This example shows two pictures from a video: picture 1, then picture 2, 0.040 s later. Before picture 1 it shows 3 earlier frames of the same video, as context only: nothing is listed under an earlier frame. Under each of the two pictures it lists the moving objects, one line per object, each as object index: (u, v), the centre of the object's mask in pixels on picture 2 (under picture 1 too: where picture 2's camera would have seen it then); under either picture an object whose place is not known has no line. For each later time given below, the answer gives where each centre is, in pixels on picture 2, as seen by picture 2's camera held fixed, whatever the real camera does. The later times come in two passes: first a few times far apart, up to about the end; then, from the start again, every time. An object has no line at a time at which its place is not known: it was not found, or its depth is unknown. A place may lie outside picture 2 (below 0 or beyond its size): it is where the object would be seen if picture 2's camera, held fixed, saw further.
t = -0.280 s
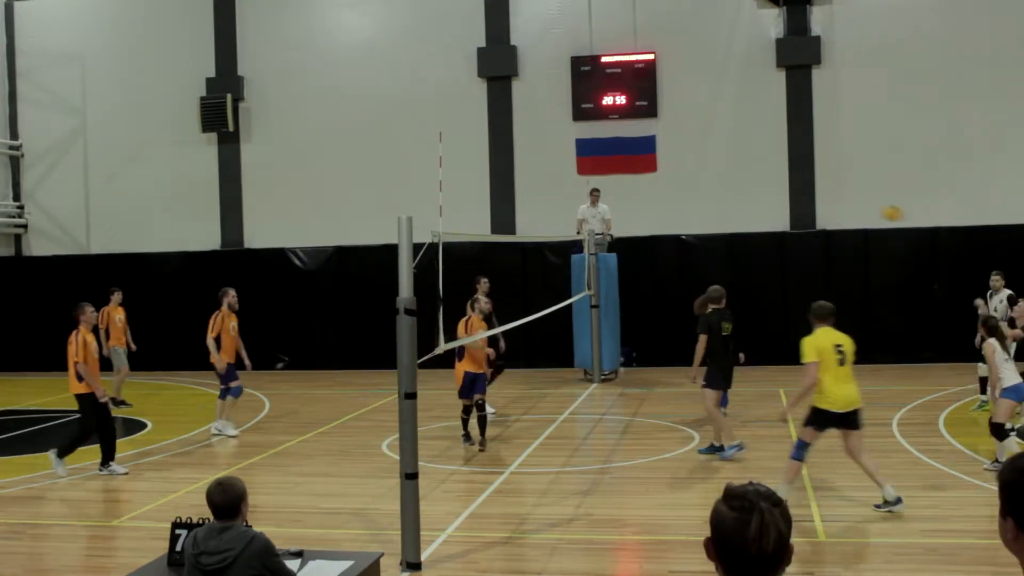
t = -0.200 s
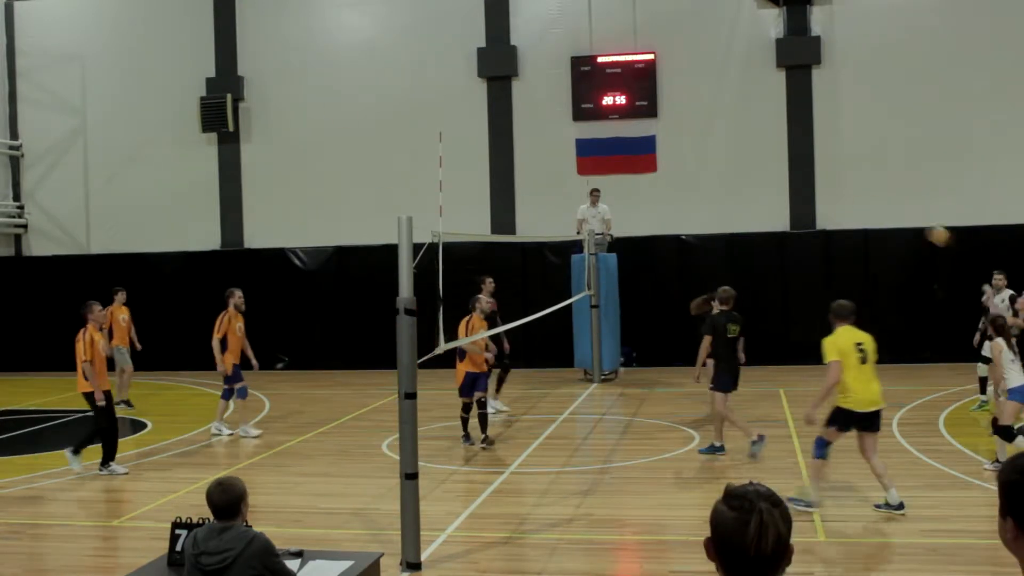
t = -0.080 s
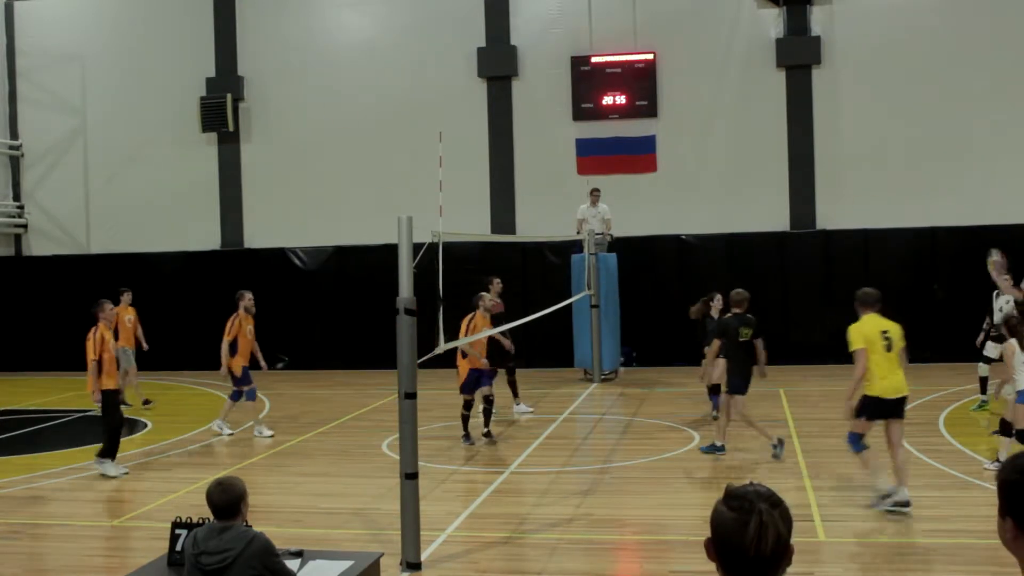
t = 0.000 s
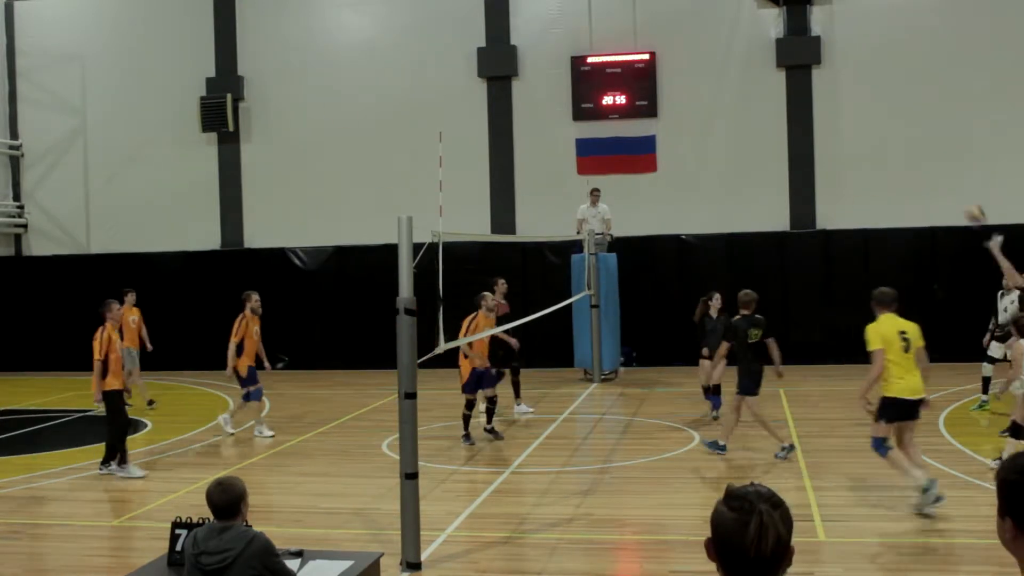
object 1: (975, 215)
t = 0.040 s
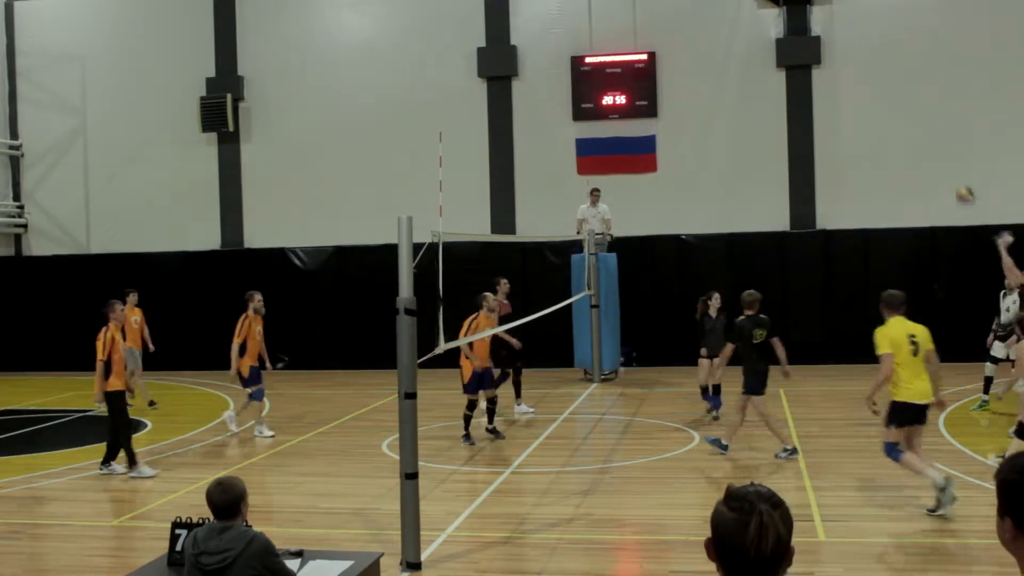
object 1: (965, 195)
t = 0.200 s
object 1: (921, 124)
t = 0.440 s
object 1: (860, 62)
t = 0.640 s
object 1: (812, 50)
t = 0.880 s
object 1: (761, 79)
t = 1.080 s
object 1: (723, 137)
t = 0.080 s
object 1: (954, 176)
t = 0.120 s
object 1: (942, 156)
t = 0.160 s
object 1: (931, 138)
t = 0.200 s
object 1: (921, 124)
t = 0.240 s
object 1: (910, 111)
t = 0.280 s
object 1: (899, 98)
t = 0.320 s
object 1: (889, 87)
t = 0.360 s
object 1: (879, 77)
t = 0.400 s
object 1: (869, 69)
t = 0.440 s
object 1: (860, 62)
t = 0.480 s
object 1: (850, 58)
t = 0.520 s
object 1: (841, 54)
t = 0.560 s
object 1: (832, 51)
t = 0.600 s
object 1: (822, 50)
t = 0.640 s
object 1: (812, 50)
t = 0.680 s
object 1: (803, 51)
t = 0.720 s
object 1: (794, 54)
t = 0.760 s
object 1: (786, 58)
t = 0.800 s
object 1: (779, 63)
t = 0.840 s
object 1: (770, 70)
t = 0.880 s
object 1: (761, 79)
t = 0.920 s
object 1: (754, 88)
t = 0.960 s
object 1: (745, 97)
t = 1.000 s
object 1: (738, 110)
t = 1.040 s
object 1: (730, 122)
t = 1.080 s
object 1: (723, 137)
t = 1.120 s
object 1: (715, 152)
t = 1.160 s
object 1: (708, 168)
